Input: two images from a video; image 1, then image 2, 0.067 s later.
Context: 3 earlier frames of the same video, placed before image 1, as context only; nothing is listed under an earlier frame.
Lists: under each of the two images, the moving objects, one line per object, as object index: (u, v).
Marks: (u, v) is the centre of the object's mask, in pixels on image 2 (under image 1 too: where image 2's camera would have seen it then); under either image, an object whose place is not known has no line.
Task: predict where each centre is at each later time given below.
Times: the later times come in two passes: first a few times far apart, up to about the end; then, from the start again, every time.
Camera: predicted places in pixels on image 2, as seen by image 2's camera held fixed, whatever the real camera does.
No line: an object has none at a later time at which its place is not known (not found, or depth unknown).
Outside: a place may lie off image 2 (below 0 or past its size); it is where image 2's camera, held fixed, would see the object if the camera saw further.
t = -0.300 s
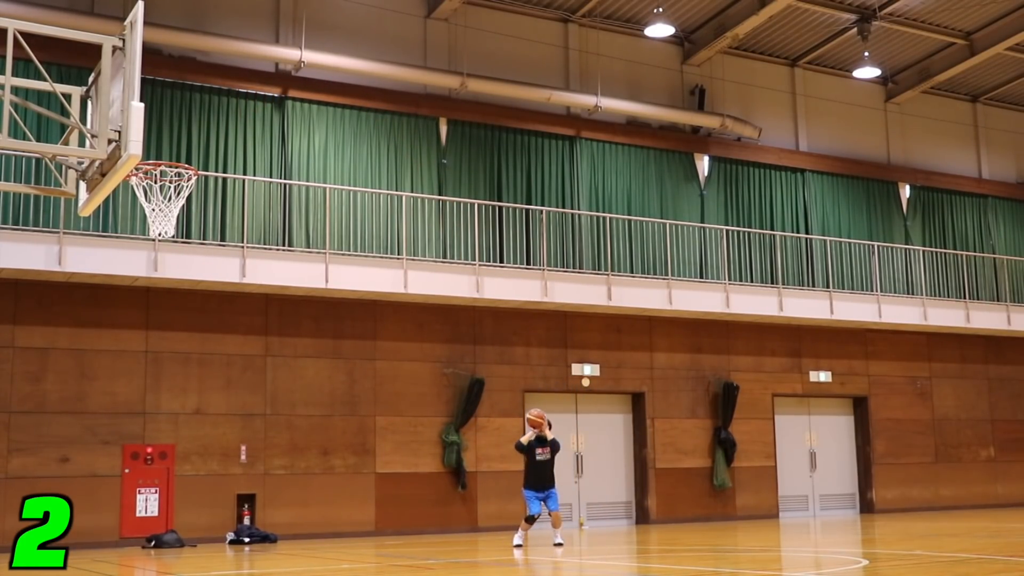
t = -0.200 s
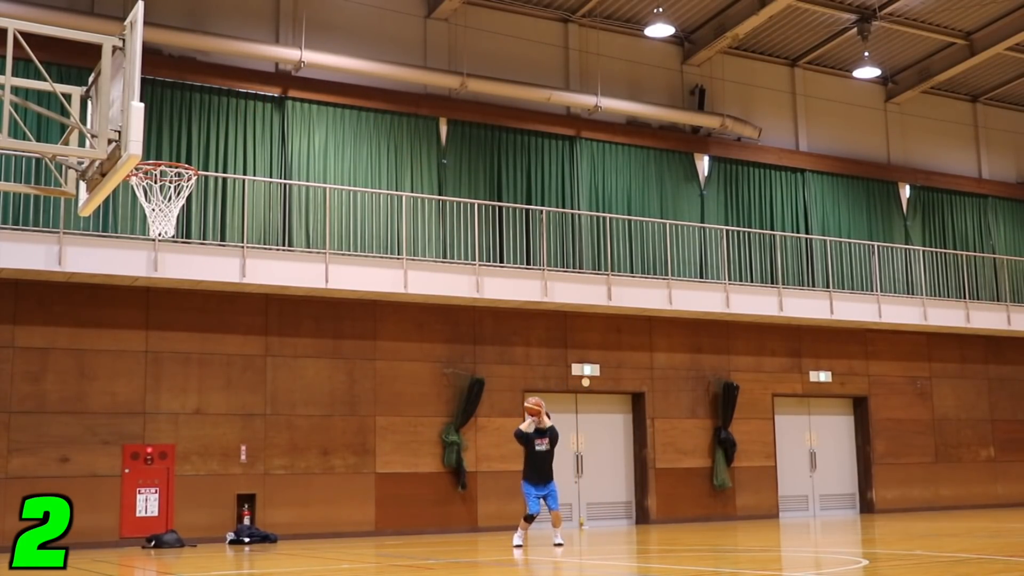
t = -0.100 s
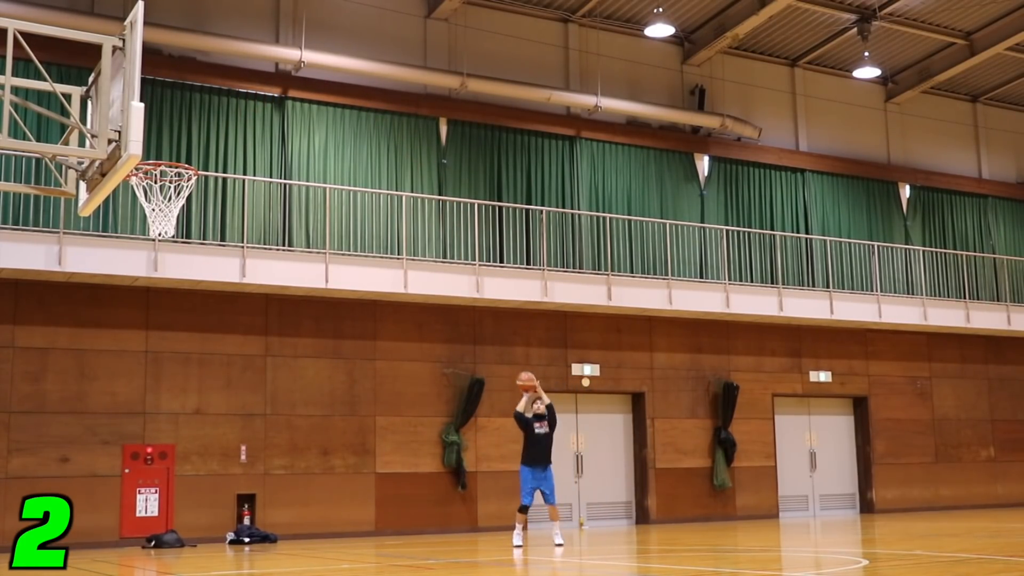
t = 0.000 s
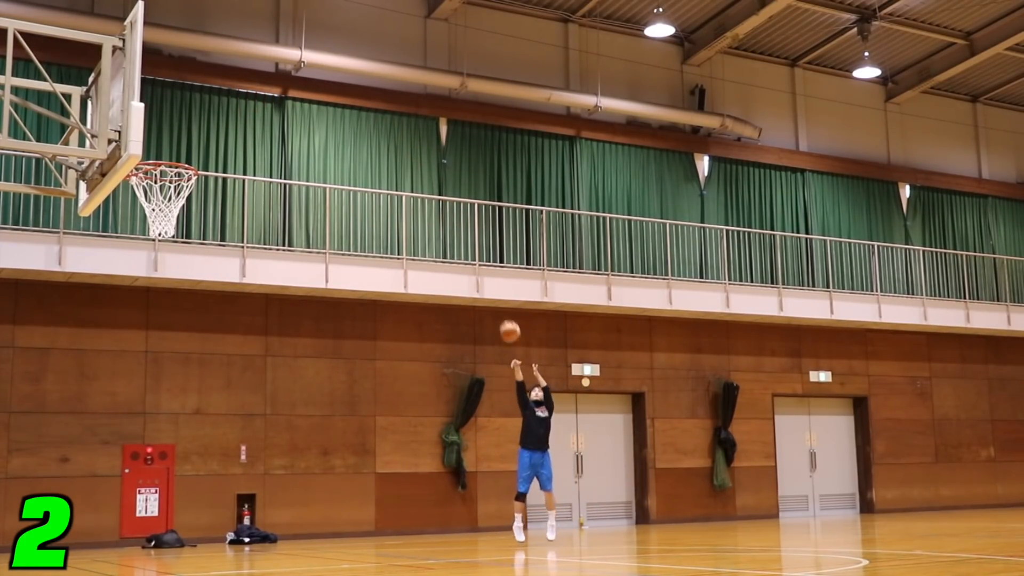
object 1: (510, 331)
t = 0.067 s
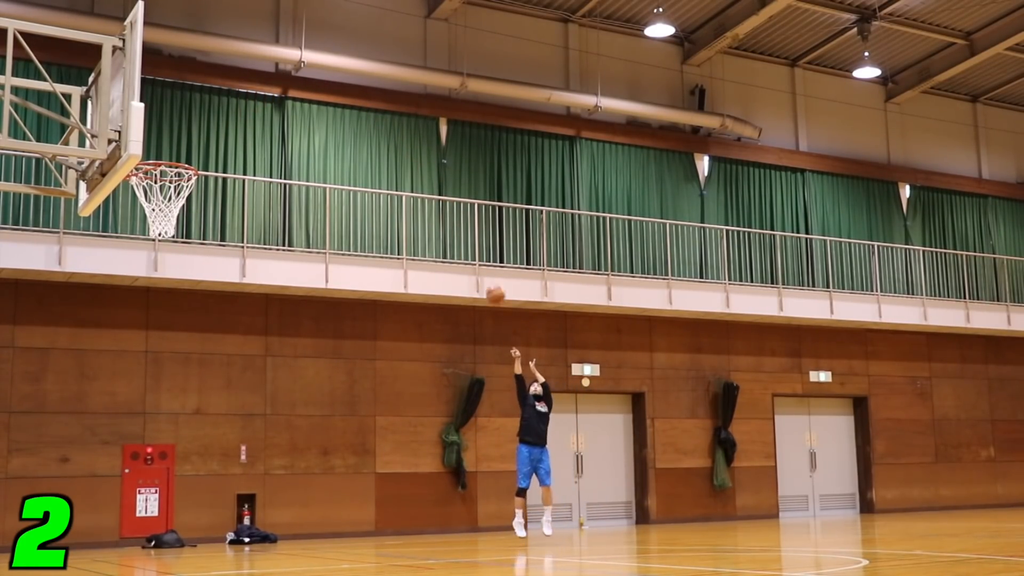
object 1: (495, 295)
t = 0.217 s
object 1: (463, 220)
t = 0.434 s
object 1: (413, 137)
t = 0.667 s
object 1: (349, 84)
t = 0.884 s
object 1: (279, 76)
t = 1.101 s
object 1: (193, 121)
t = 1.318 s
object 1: (159, 130)
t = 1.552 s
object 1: (183, 110)
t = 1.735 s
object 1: (203, 153)
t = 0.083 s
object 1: (491, 286)
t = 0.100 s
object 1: (488, 277)
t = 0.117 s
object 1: (485, 267)
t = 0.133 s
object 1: (481, 259)
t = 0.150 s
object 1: (478, 251)
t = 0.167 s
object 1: (474, 243)
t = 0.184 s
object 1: (471, 236)
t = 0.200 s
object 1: (467, 228)
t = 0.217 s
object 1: (463, 220)
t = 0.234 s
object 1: (459, 213)
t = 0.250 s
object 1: (455, 205)
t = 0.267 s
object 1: (452, 198)
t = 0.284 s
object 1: (448, 191)
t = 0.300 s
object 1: (444, 184)
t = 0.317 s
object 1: (440, 178)
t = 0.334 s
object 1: (437, 172)
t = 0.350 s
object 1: (433, 166)
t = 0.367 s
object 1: (429, 160)
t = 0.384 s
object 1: (425, 154)
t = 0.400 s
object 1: (421, 148)
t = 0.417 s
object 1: (417, 143)
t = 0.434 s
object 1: (413, 137)
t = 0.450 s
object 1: (408, 132)
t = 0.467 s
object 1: (404, 127)
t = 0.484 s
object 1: (400, 123)
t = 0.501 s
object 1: (395, 118)
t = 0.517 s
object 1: (391, 113)
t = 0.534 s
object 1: (387, 109)
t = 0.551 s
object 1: (382, 105)
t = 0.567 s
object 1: (378, 101)
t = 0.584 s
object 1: (373, 98)
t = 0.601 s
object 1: (368, 94)
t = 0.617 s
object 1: (363, 91)
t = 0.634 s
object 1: (359, 89)
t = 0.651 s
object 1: (354, 86)
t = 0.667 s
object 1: (349, 84)
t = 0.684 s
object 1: (345, 82)
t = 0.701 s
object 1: (339, 80)
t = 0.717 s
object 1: (335, 78)
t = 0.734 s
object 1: (329, 77)
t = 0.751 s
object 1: (323, 76)
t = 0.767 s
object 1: (319, 74)
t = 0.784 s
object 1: (313, 74)
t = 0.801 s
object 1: (307, 73)
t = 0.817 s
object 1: (302, 73)
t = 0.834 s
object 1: (296, 74)
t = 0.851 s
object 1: (290, 74)
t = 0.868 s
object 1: (285, 75)
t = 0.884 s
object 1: (279, 76)
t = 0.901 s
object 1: (273, 77)
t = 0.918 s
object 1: (268, 79)
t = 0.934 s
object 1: (261, 81)
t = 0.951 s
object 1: (254, 83)
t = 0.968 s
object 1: (248, 86)
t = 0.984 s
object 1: (242, 89)
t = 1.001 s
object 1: (235, 92)
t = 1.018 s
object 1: (229, 96)
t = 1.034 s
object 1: (222, 100)
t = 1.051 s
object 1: (214, 104)
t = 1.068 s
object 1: (208, 109)
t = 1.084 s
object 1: (201, 115)
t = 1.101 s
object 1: (193, 121)
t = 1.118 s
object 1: (186, 127)
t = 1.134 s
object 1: (179, 133)
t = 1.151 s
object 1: (170, 140)
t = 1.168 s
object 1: (163, 147)
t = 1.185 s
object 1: (156, 151)
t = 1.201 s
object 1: (151, 155)
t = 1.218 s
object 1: (152, 152)
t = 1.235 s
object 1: (153, 150)
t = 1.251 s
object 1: (154, 147)
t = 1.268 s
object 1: (155, 142)
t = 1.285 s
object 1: (156, 138)
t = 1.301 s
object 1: (158, 133)
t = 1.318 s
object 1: (159, 130)
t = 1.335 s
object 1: (160, 126)
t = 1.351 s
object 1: (162, 123)
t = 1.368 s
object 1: (163, 119)
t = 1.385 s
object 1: (165, 117)
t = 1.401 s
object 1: (167, 114)
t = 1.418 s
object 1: (168, 112)
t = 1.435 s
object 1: (170, 111)
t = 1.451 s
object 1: (172, 109)
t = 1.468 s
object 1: (173, 109)
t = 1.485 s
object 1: (175, 108)
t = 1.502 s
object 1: (177, 108)
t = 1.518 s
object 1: (179, 108)
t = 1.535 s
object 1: (181, 109)
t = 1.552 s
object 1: (183, 110)
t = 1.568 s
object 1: (185, 112)
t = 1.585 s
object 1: (186, 113)
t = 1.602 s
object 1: (188, 116)
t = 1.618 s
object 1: (191, 119)
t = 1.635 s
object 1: (192, 122)
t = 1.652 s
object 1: (194, 126)
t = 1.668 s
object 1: (196, 130)
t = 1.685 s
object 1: (198, 135)
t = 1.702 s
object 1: (200, 141)
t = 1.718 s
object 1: (202, 147)
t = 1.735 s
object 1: (203, 153)
